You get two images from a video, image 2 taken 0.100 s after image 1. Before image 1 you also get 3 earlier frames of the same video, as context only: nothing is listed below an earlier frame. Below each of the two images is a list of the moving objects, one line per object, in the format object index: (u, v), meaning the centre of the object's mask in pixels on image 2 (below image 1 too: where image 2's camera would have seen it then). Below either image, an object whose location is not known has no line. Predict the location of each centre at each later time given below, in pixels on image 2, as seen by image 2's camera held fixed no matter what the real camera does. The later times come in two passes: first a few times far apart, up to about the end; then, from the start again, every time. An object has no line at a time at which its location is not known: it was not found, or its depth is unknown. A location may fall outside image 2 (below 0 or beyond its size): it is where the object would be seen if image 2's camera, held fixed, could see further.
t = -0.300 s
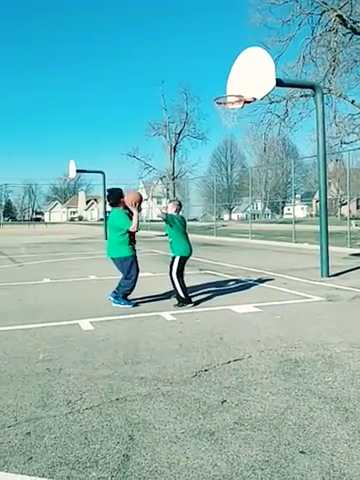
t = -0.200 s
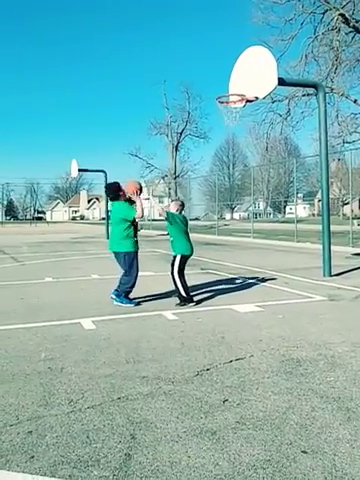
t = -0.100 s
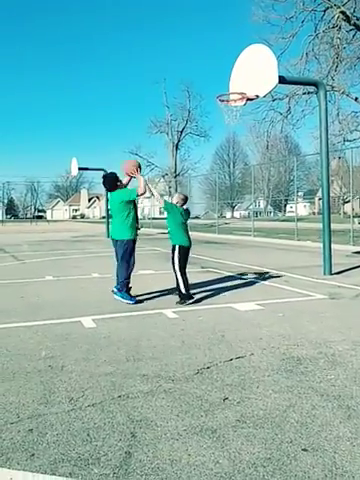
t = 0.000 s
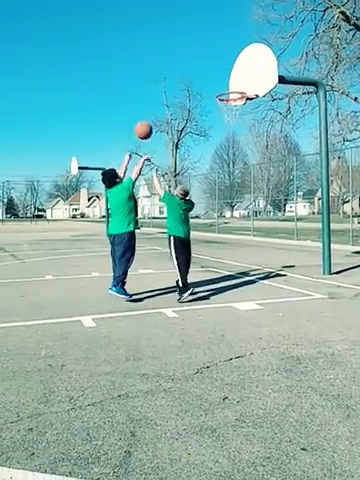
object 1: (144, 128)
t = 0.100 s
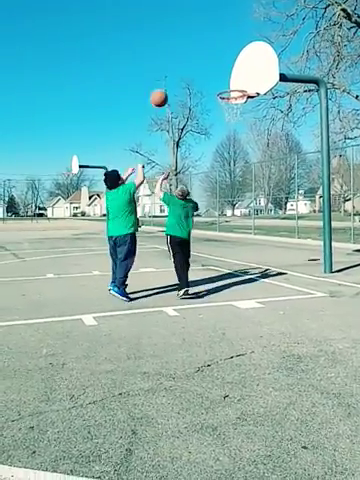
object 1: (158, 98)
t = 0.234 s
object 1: (177, 71)
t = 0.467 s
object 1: (205, 54)
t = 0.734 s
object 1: (234, 76)
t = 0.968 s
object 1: (210, 115)
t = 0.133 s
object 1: (164, 90)
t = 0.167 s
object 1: (168, 82)
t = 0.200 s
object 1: (172, 76)
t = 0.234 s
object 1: (177, 71)
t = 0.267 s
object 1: (181, 66)
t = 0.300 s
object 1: (185, 62)
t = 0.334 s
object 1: (189, 59)
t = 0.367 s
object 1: (193, 56)
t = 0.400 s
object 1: (197, 55)
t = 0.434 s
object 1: (201, 54)
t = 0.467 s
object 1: (205, 54)
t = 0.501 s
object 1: (209, 54)
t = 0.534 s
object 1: (213, 56)
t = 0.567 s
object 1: (216, 58)
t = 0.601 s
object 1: (220, 60)
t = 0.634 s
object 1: (223, 63)
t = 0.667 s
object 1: (227, 67)
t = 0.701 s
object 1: (230, 71)
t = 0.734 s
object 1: (234, 76)
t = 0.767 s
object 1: (232, 80)
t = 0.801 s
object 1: (229, 84)
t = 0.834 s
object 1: (225, 88)
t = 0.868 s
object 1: (220, 92)
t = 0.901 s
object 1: (216, 102)
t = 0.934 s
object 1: (214, 108)
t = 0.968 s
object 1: (210, 115)
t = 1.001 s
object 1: (206, 124)
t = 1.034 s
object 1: (202, 133)
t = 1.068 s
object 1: (199, 143)
